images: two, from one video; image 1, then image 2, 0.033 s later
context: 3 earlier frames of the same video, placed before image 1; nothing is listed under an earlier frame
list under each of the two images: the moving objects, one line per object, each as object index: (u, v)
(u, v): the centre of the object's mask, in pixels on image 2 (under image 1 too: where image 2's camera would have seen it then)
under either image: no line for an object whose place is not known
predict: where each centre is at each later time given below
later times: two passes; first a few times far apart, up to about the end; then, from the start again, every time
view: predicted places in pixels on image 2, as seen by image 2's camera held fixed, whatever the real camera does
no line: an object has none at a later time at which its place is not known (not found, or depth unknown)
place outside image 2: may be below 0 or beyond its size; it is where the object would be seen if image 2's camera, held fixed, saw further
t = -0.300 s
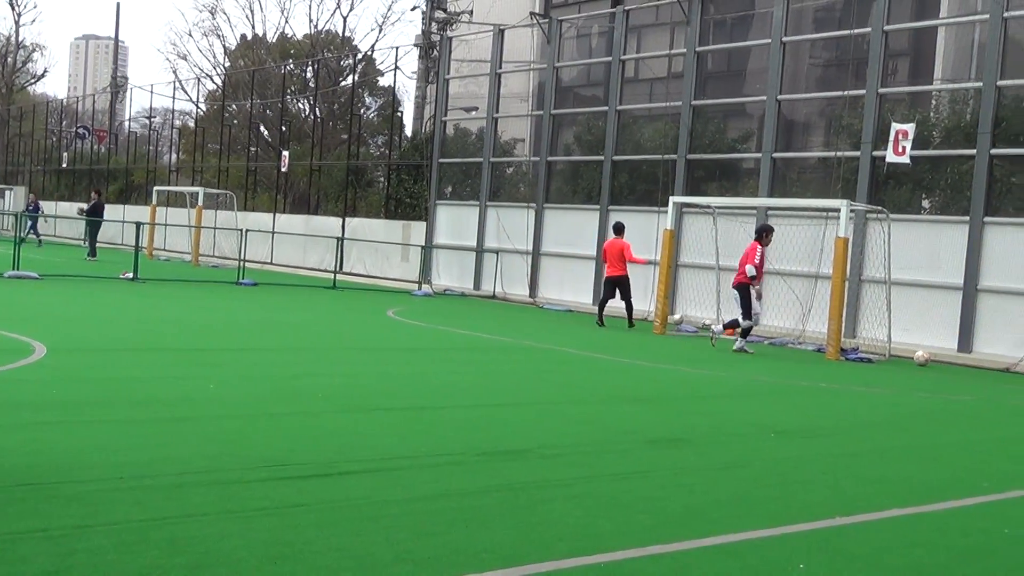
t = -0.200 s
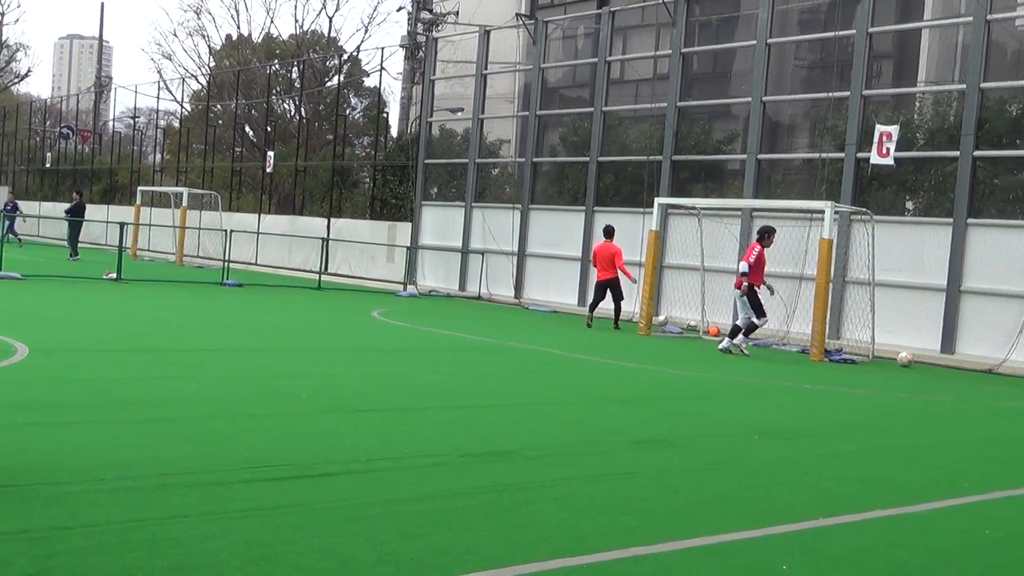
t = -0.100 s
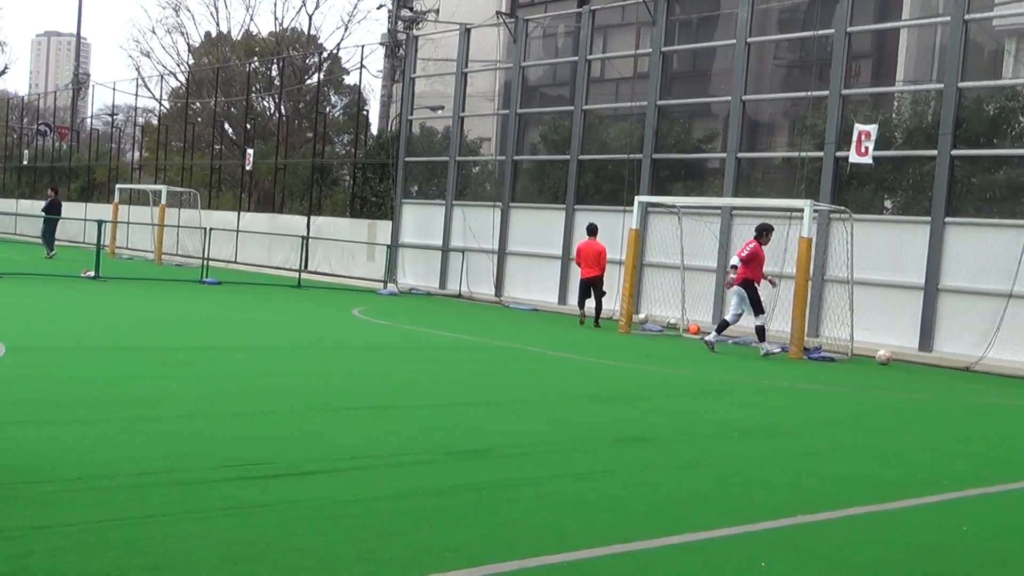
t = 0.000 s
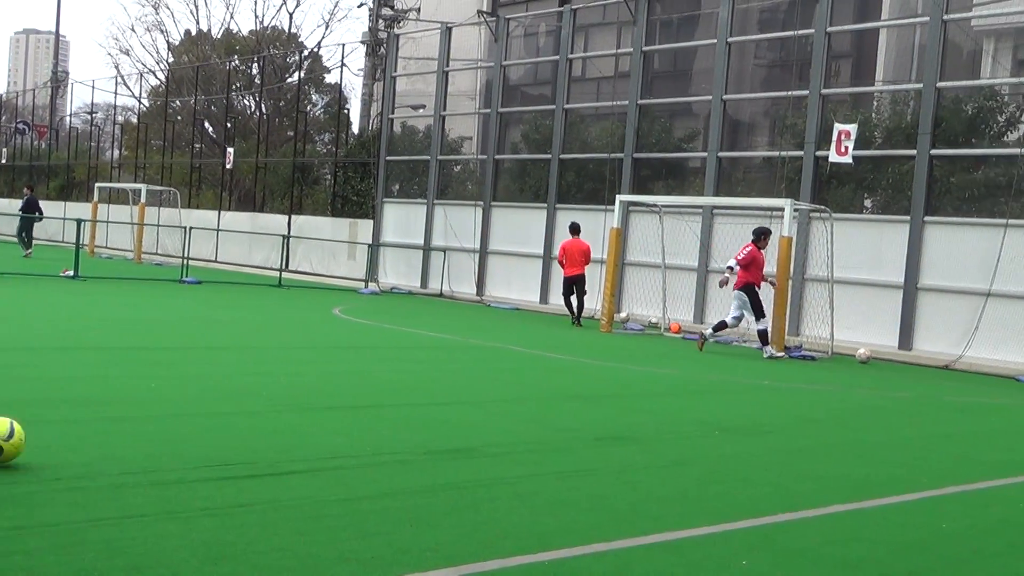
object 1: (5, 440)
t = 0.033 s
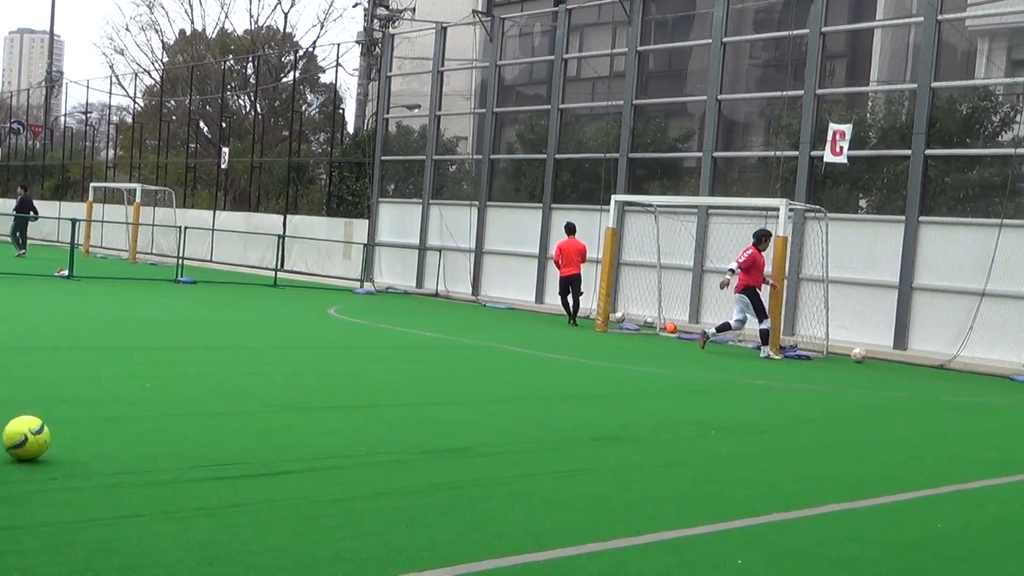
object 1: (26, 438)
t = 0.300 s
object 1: (196, 411)
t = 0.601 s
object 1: (318, 394)
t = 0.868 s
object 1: (401, 383)
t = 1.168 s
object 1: (473, 373)
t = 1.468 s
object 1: (532, 366)
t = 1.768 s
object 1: (580, 360)
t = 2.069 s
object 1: (621, 355)
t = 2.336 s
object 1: (652, 351)
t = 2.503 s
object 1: (669, 349)
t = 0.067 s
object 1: (53, 433)
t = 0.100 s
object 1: (79, 428)
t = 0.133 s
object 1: (103, 426)
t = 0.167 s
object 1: (125, 423)
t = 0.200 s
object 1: (144, 418)
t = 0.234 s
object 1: (162, 416)
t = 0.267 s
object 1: (180, 414)
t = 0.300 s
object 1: (196, 411)
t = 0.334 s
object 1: (212, 410)
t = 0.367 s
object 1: (227, 407)
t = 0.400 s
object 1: (242, 405)
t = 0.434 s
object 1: (256, 404)
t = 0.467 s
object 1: (269, 401)
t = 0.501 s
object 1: (282, 400)
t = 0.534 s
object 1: (294, 398)
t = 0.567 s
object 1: (306, 396)
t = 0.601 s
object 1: (318, 394)
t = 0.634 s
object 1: (329, 393)
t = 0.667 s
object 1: (340, 390)
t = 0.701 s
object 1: (351, 389)
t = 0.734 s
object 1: (361, 388)
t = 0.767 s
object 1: (371, 387)
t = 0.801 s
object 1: (381, 386)
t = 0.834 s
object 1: (391, 385)
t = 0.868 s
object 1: (401, 383)
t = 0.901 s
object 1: (409, 382)
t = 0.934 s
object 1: (418, 381)
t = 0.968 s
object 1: (426, 380)
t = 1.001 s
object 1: (435, 378)
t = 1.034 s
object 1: (443, 377)
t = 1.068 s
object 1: (451, 376)
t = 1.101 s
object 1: (458, 376)
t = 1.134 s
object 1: (466, 374)
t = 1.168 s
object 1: (473, 373)
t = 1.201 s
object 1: (480, 372)
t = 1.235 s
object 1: (488, 371)
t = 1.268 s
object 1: (494, 370)
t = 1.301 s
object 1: (501, 370)
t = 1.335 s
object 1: (507, 369)
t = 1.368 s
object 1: (513, 368)
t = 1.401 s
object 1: (520, 368)
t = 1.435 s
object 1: (526, 367)
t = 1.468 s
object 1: (532, 366)
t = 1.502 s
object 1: (538, 365)
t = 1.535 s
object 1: (543, 365)
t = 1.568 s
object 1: (549, 364)
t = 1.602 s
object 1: (555, 363)
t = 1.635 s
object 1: (560, 363)
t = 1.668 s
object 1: (565, 362)
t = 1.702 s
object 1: (570, 361)
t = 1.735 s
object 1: (575, 361)
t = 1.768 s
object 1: (580, 360)
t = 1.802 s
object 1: (585, 360)
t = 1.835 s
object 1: (590, 359)
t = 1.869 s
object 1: (594, 359)
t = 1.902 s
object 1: (599, 358)
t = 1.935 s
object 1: (603, 357)
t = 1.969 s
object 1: (608, 357)
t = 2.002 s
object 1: (612, 356)
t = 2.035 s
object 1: (617, 355)
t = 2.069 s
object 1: (621, 355)
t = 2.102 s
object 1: (625, 354)
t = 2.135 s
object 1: (629, 354)
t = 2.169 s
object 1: (633, 354)
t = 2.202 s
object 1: (637, 353)
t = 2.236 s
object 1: (641, 353)
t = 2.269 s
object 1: (645, 352)
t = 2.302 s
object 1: (648, 352)
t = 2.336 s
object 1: (652, 351)
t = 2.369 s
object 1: (655, 351)
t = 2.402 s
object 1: (658, 350)
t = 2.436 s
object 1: (662, 350)
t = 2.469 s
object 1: (666, 349)
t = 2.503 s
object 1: (669, 349)
